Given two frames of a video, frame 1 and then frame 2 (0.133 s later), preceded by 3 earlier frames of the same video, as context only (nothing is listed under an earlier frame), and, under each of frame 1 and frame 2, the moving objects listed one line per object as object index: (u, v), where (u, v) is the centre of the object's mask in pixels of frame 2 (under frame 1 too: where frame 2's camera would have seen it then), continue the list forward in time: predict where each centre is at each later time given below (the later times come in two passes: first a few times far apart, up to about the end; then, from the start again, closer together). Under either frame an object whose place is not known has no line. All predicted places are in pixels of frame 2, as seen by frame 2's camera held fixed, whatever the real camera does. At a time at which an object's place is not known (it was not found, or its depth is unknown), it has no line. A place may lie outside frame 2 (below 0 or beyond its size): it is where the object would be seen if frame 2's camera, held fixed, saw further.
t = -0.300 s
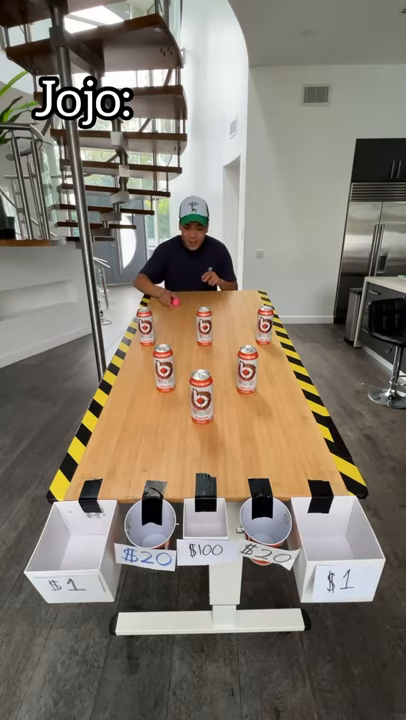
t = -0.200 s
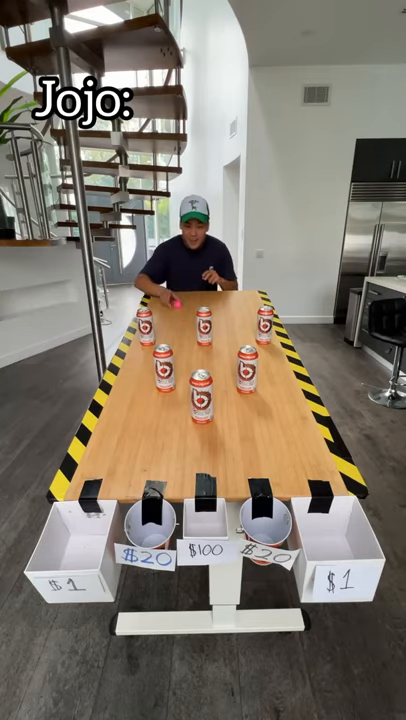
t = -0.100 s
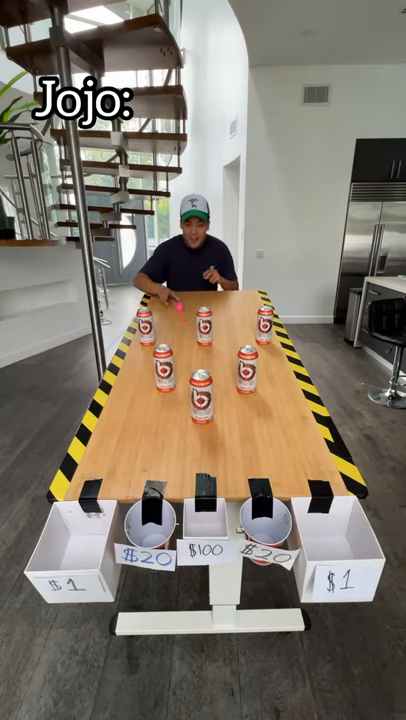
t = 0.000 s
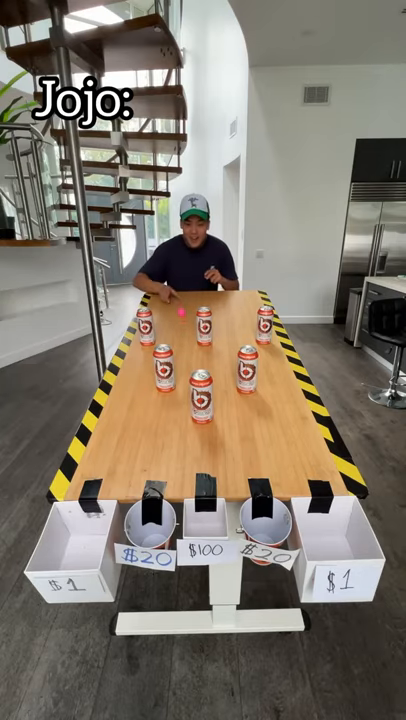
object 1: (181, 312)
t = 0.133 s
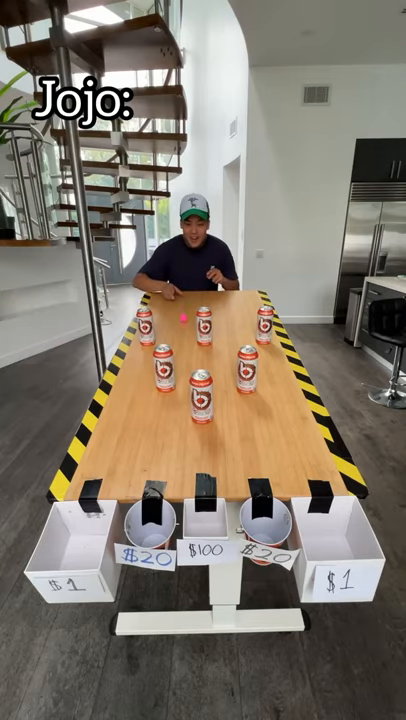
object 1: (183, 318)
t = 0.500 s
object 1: (189, 347)
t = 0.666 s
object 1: (192, 367)
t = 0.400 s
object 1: (187, 337)
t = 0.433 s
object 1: (188, 340)
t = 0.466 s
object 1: (188, 344)
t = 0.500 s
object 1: (189, 347)
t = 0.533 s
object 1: (190, 351)
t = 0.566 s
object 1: (190, 355)
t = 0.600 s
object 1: (191, 359)
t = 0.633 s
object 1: (192, 363)
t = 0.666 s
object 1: (192, 367)
